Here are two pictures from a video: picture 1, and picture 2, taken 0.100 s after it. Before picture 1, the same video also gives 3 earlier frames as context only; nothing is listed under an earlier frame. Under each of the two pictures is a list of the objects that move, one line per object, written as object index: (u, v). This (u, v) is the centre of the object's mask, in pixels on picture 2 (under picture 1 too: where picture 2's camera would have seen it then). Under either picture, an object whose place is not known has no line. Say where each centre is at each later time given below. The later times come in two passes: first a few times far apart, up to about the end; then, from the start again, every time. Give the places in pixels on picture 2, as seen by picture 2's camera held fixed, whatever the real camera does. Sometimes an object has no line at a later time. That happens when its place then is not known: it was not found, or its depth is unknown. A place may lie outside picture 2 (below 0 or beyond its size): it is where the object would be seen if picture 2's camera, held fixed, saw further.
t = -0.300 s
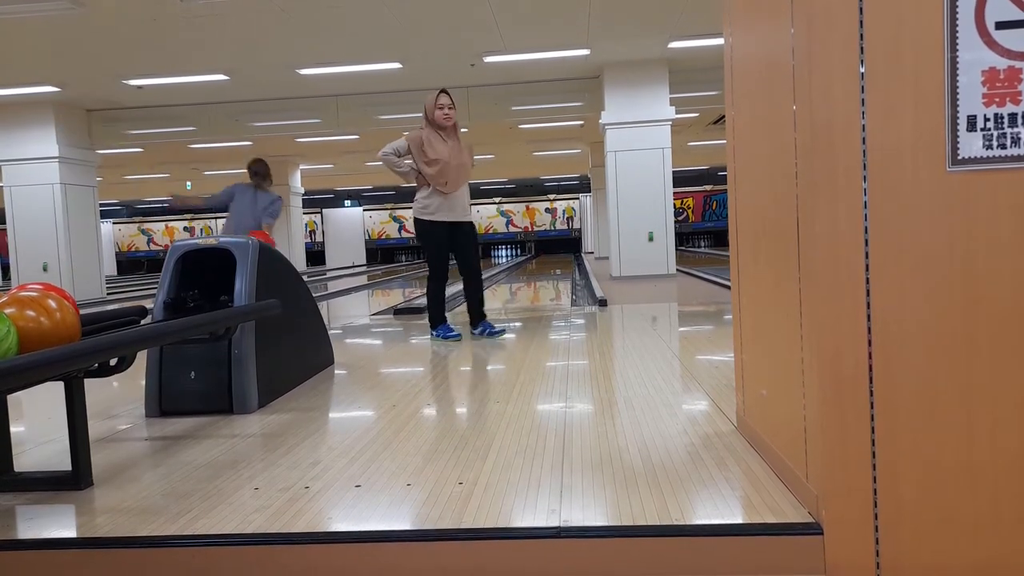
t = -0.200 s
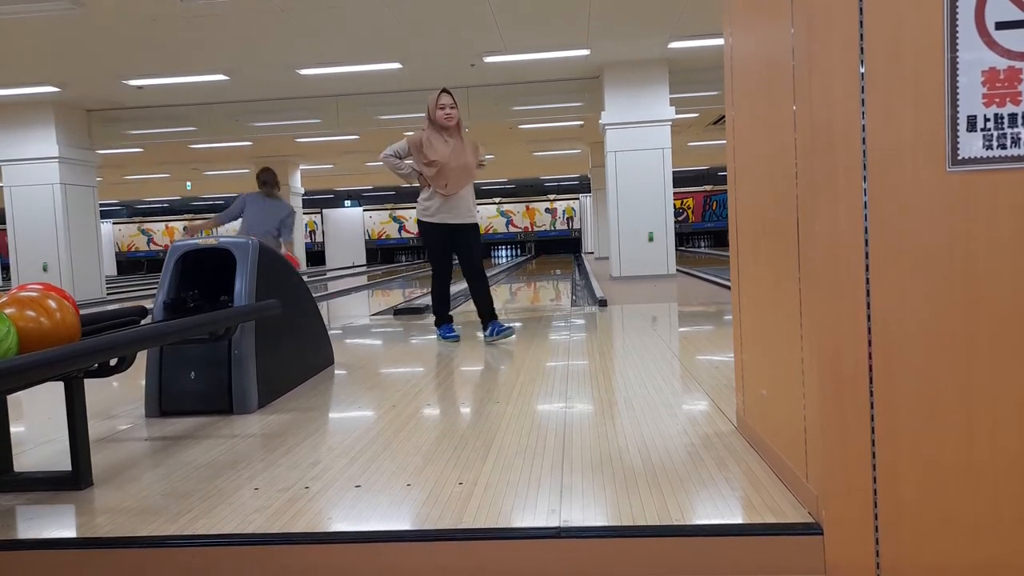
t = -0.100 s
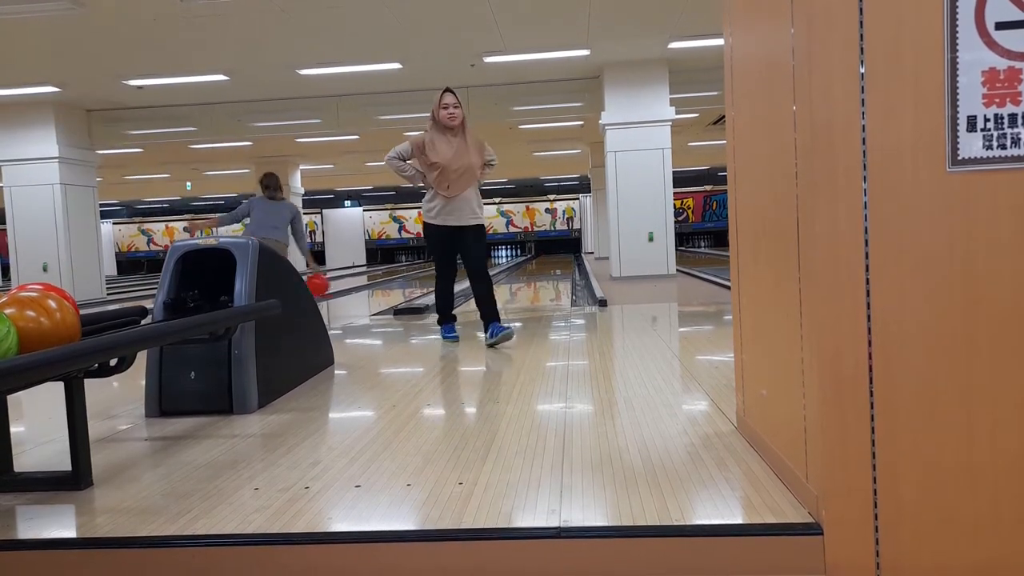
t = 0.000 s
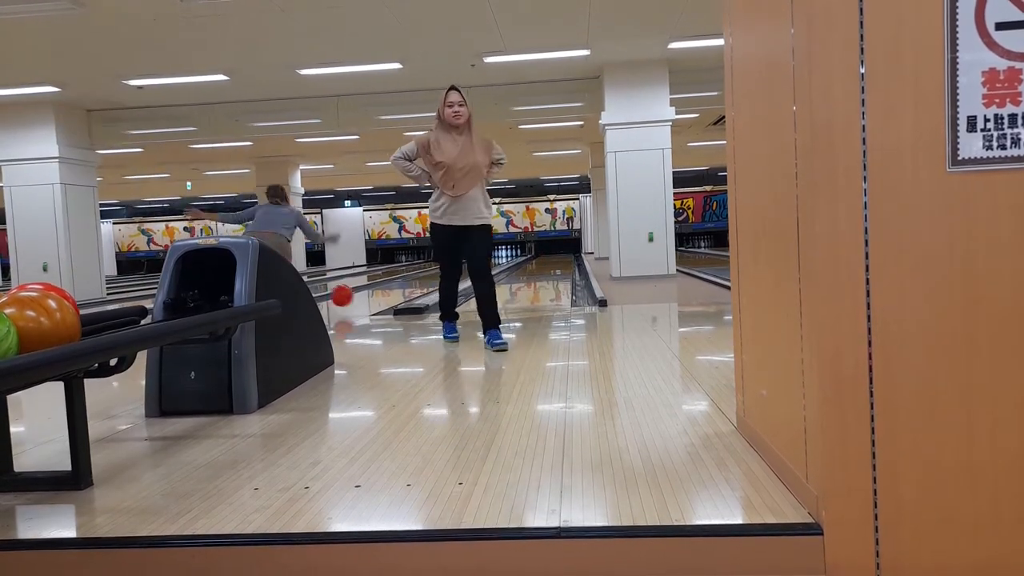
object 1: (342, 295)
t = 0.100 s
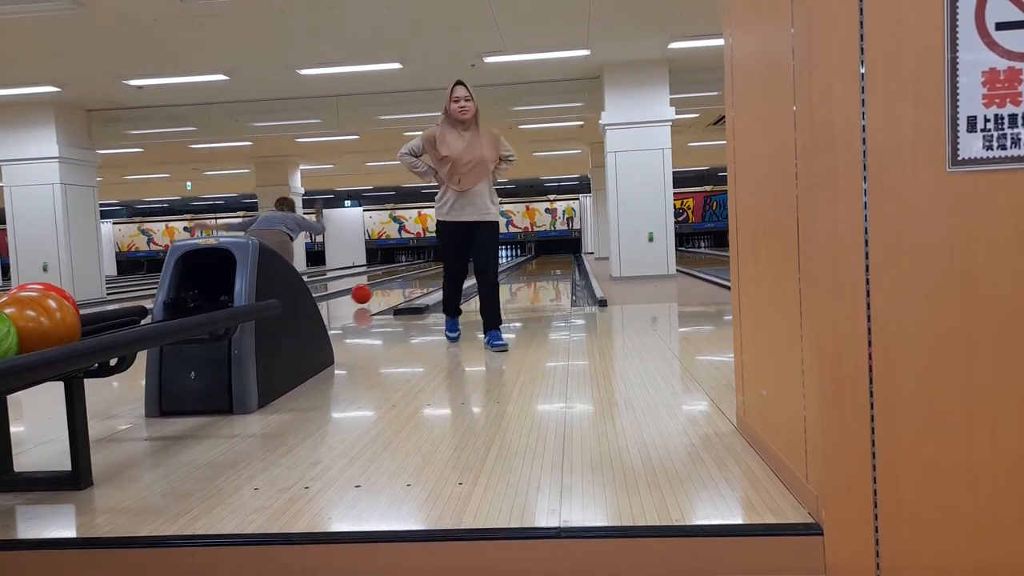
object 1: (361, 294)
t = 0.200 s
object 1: (378, 291)
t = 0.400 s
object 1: (403, 283)
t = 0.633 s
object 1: (425, 277)
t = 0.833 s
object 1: (437, 274)
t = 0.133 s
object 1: (367, 293)
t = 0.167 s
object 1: (373, 292)
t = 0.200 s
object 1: (378, 291)
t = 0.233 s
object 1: (383, 289)
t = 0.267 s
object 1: (387, 288)
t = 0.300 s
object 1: (392, 287)
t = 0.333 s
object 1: (395, 285)
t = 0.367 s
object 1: (400, 284)
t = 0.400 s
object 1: (403, 283)
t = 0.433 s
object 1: (407, 282)
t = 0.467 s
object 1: (410, 281)
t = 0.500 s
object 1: (413, 280)
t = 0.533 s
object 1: (416, 279)
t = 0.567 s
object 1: (419, 279)
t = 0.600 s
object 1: (422, 278)
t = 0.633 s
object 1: (425, 277)
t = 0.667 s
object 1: (428, 276)
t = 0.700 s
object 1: (429, 275)
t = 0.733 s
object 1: (433, 275)
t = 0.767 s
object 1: (435, 274)
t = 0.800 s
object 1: (436, 274)
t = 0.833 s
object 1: (437, 274)
